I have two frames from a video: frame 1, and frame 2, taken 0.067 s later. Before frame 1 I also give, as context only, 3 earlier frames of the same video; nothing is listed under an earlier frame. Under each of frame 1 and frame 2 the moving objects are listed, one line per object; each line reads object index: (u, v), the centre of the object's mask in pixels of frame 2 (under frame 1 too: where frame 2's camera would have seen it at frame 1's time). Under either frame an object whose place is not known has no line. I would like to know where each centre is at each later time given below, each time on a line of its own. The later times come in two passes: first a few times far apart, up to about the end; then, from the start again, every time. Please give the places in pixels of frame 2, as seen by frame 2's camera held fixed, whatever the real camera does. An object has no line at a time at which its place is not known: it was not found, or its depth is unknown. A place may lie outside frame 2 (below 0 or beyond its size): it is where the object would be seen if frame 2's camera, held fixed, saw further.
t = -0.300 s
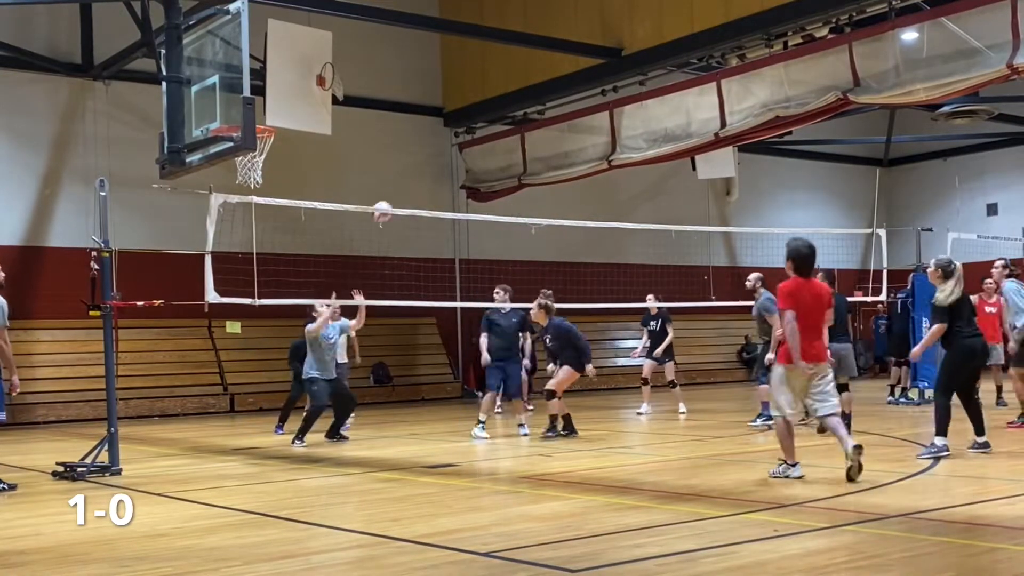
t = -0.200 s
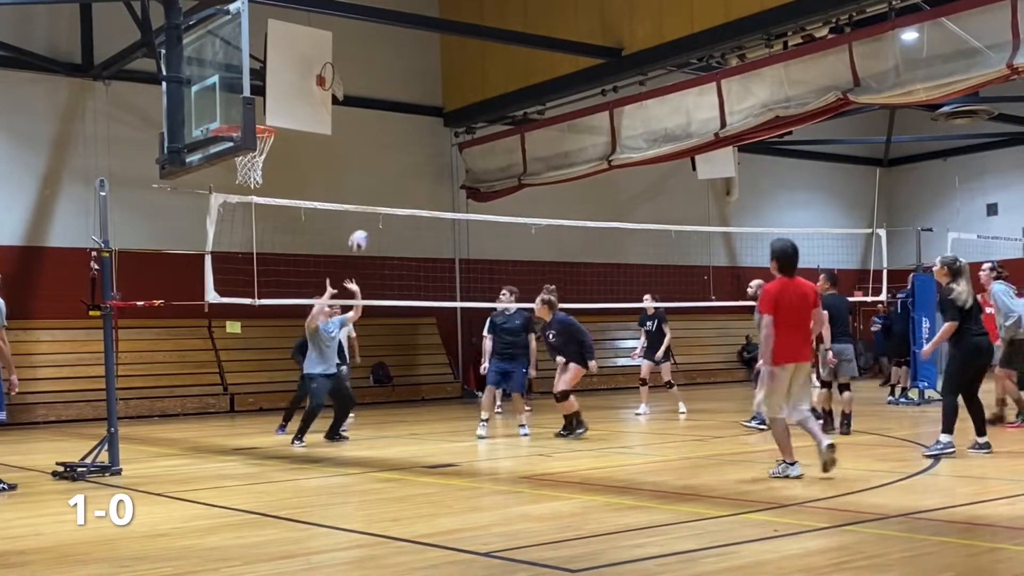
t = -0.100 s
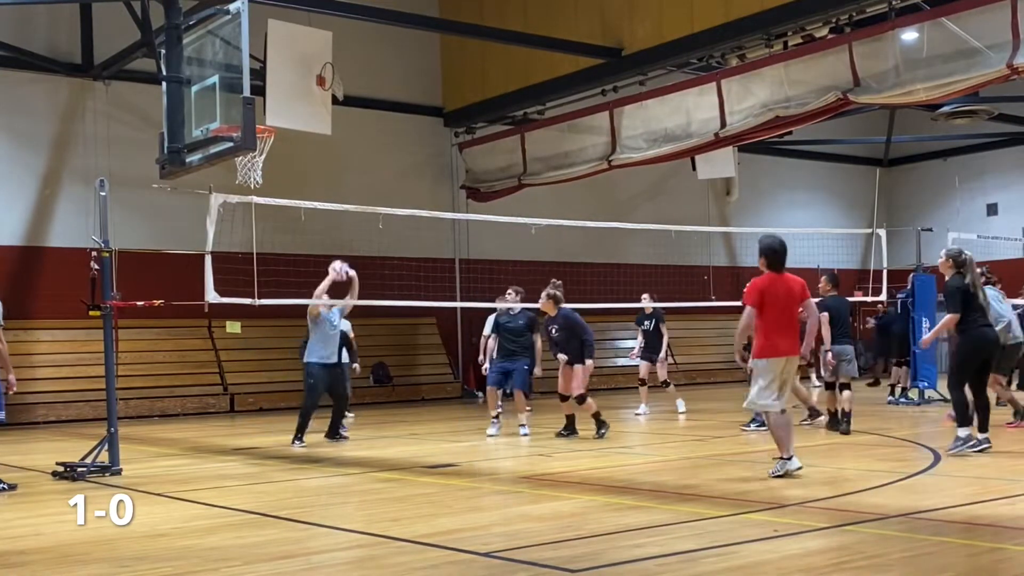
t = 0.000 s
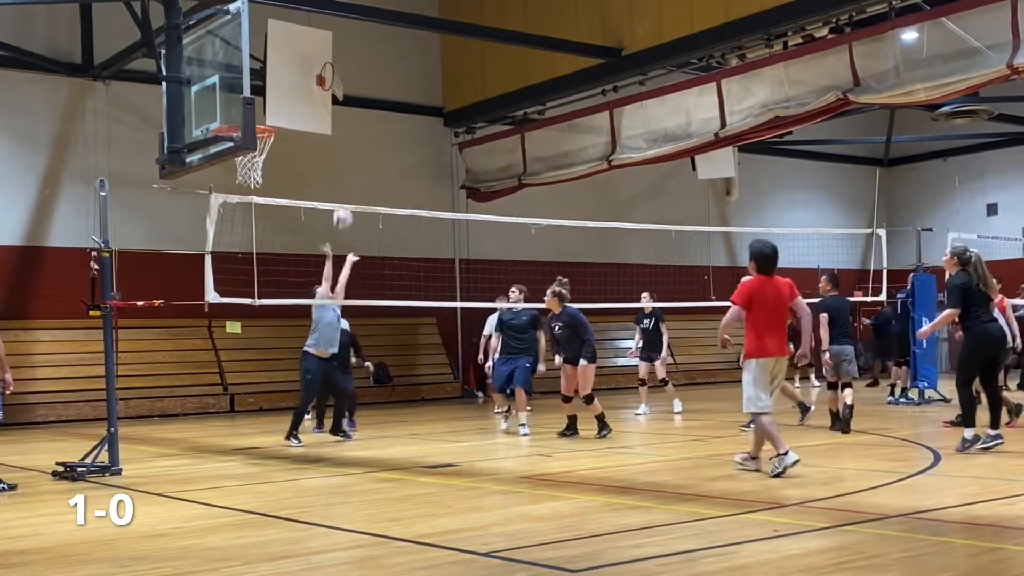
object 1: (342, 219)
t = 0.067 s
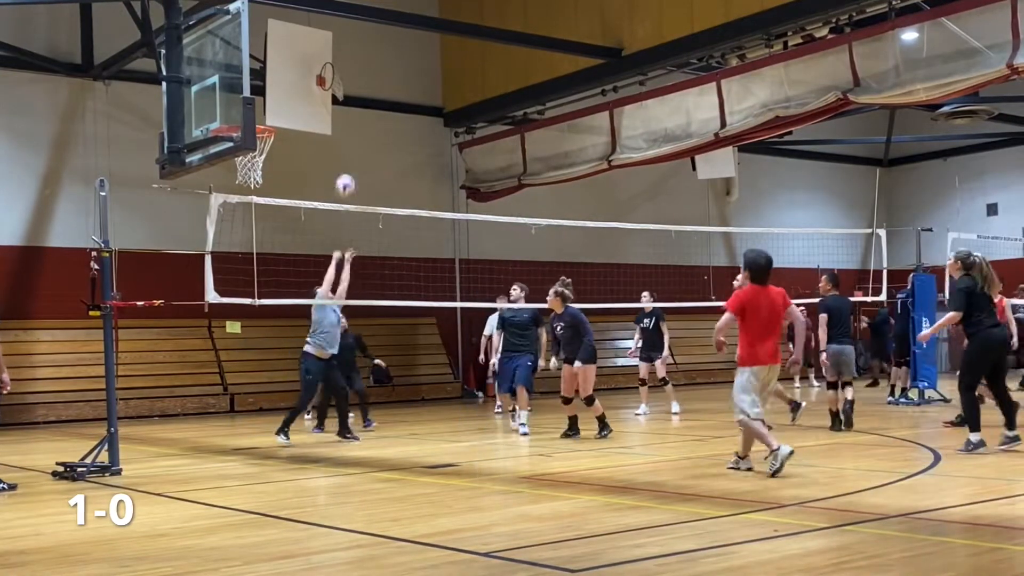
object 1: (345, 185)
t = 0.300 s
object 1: (358, 109)
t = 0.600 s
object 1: (375, 81)
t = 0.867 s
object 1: (392, 120)
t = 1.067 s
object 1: (406, 185)
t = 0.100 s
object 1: (347, 171)
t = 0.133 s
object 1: (348, 158)
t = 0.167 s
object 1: (350, 147)
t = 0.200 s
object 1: (352, 136)
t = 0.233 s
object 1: (354, 126)
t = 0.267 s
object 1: (356, 117)
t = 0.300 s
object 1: (358, 109)
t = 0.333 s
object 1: (359, 101)
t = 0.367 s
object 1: (361, 96)
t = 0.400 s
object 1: (363, 91)
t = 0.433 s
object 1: (365, 87)
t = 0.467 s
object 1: (367, 84)
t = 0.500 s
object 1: (368, 81)
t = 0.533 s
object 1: (371, 81)
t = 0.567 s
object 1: (373, 81)
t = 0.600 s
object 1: (375, 81)
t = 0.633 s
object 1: (377, 83)
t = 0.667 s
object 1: (379, 86)
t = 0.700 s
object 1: (381, 89)
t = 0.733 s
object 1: (383, 94)
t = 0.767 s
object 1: (385, 99)
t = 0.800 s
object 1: (387, 105)
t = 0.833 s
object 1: (389, 112)
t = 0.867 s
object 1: (392, 120)
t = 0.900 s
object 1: (393, 129)
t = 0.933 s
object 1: (396, 138)
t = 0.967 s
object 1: (398, 149)
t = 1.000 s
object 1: (400, 160)
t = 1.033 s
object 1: (403, 172)
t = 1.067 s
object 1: (406, 185)
